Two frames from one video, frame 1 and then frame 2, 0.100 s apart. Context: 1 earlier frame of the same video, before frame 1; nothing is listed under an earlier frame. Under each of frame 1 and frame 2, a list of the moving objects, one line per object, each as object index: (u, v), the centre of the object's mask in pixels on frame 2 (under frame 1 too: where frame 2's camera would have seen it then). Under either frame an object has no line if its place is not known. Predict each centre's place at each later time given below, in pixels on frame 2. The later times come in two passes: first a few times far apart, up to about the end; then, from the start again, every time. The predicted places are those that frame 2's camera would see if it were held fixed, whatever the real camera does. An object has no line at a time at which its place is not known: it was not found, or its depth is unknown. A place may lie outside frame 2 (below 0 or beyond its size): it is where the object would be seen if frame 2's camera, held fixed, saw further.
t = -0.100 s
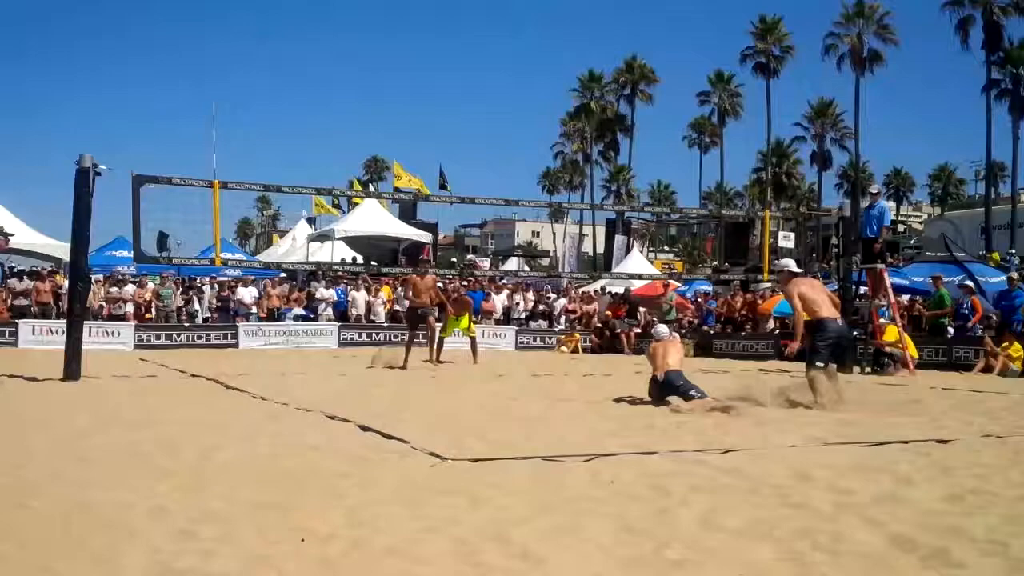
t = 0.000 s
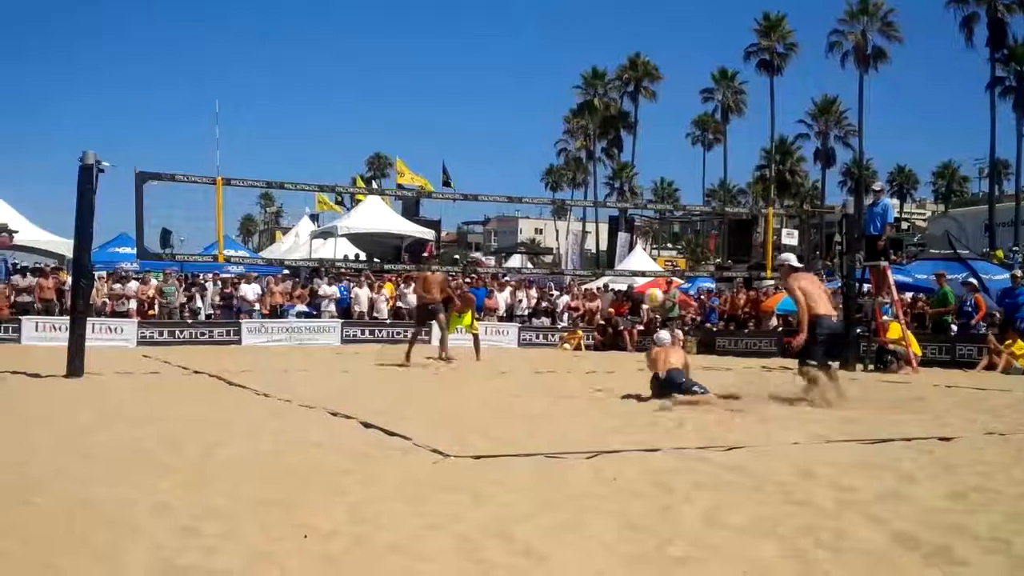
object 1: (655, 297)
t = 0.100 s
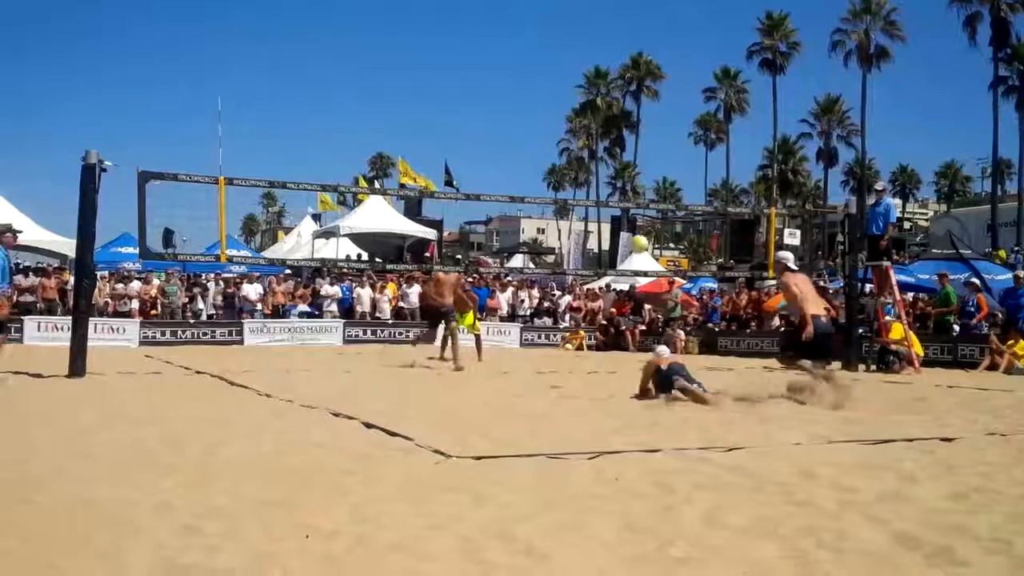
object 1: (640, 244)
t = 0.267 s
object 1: (613, 178)
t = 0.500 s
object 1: (578, 129)
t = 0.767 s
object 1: (542, 123)
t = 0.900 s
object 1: (524, 139)
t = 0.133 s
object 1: (634, 229)
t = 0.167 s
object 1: (629, 215)
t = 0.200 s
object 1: (624, 201)
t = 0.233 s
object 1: (618, 189)
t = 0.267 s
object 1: (613, 178)
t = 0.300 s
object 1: (607, 169)
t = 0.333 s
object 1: (602, 160)
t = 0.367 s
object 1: (598, 152)
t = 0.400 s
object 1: (593, 144)
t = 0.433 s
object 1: (587, 139)
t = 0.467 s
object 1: (583, 135)
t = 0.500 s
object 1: (578, 129)
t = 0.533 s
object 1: (574, 125)
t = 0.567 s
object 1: (570, 122)
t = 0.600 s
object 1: (565, 120)
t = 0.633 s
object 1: (560, 121)
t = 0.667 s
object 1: (556, 119)
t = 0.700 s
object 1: (552, 118)
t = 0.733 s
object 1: (547, 121)
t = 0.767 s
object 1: (542, 123)
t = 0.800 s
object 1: (537, 126)
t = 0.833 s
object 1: (533, 130)
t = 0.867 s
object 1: (529, 133)
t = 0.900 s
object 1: (524, 139)
